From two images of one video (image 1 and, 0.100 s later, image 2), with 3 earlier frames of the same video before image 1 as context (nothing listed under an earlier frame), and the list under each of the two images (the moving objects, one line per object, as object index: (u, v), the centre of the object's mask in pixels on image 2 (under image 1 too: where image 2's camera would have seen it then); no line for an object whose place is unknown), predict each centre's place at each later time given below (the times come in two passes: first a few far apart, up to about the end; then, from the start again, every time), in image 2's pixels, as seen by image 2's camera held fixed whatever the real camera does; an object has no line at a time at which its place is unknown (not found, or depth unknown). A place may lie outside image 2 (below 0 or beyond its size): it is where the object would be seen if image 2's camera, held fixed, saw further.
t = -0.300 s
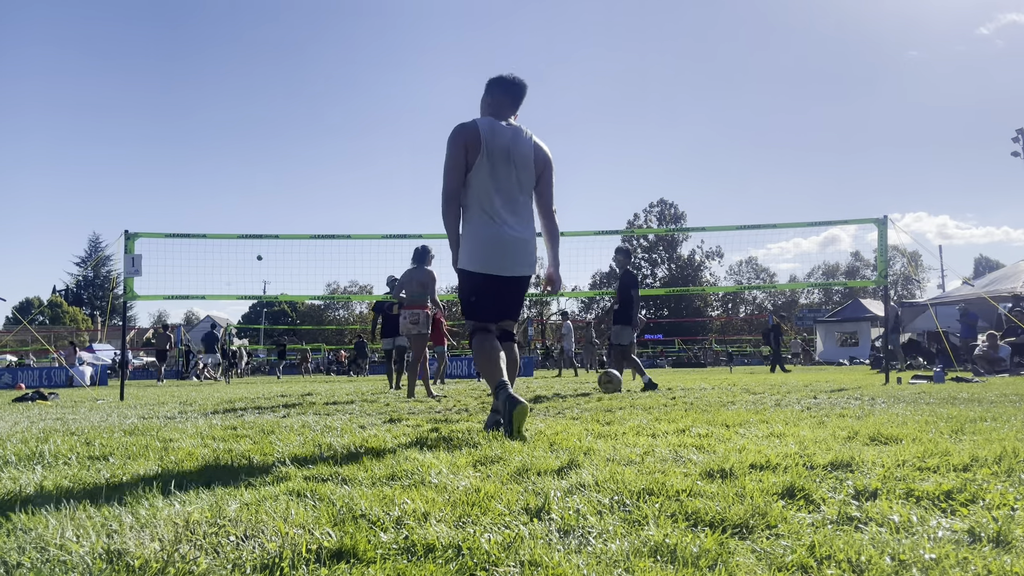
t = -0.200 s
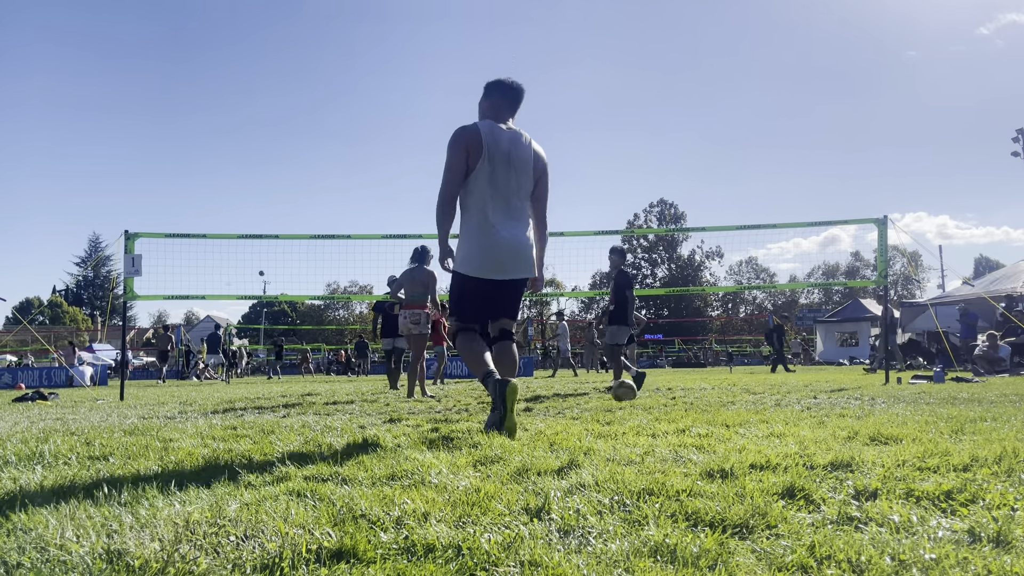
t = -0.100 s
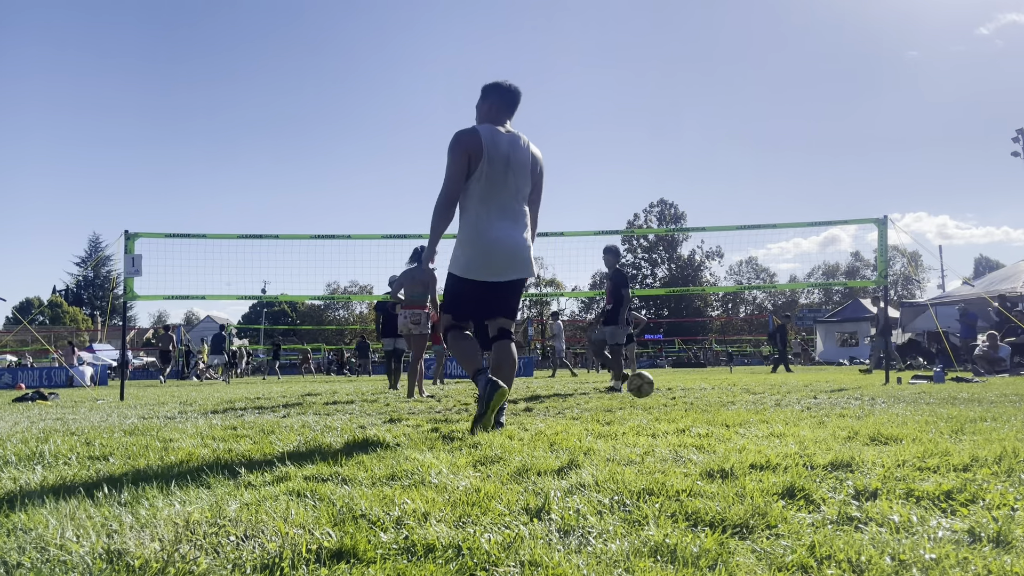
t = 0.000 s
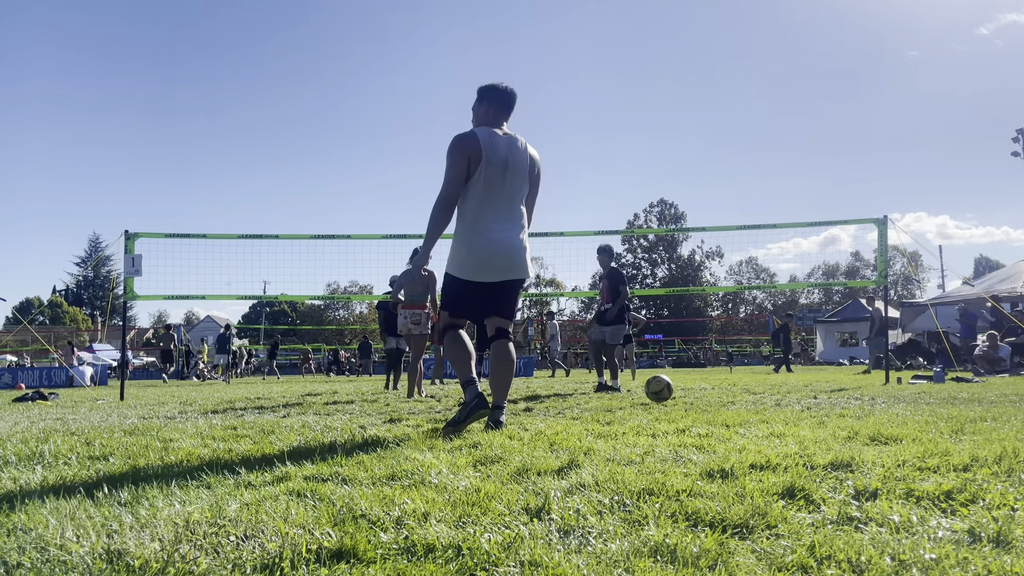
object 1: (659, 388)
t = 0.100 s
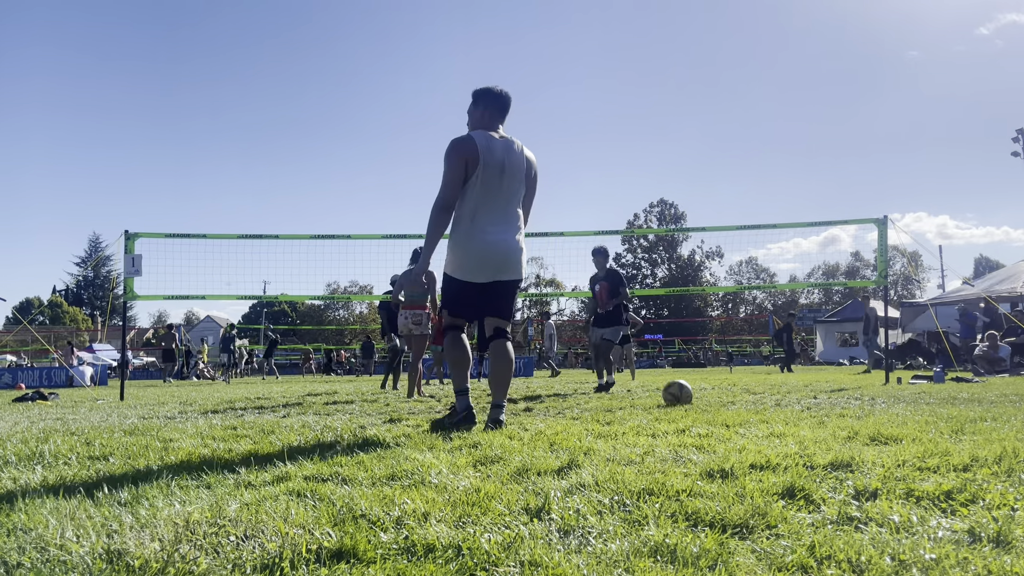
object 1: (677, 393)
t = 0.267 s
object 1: (710, 395)
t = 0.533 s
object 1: (774, 398)
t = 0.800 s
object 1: (850, 406)
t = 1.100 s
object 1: (954, 419)
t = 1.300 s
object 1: (1007, 420)
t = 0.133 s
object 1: (683, 393)
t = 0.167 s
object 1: (690, 395)
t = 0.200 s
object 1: (696, 396)
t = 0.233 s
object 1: (703, 396)
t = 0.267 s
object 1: (710, 395)
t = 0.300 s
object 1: (717, 396)
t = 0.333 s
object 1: (725, 396)
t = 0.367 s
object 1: (733, 397)
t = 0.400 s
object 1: (741, 398)
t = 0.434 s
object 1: (749, 399)
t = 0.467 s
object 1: (757, 398)
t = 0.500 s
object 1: (765, 397)
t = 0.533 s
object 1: (774, 398)
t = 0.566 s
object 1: (782, 399)
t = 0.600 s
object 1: (792, 401)
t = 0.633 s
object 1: (801, 403)
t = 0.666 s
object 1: (810, 402)
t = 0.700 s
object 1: (820, 402)
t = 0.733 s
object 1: (830, 403)
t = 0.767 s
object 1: (840, 405)
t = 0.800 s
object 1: (850, 406)
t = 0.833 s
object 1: (860, 405)
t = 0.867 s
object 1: (872, 405)
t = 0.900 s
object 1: (883, 406)
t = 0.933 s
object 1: (895, 408)
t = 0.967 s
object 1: (907, 411)
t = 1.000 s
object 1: (919, 412)
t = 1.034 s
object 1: (931, 415)
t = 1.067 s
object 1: (943, 417)
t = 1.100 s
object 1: (954, 419)
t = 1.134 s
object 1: (965, 420)
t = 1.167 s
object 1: (976, 420)
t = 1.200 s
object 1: (987, 421)
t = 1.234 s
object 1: (995, 421)
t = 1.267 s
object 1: (1001, 421)
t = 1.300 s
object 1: (1007, 420)
